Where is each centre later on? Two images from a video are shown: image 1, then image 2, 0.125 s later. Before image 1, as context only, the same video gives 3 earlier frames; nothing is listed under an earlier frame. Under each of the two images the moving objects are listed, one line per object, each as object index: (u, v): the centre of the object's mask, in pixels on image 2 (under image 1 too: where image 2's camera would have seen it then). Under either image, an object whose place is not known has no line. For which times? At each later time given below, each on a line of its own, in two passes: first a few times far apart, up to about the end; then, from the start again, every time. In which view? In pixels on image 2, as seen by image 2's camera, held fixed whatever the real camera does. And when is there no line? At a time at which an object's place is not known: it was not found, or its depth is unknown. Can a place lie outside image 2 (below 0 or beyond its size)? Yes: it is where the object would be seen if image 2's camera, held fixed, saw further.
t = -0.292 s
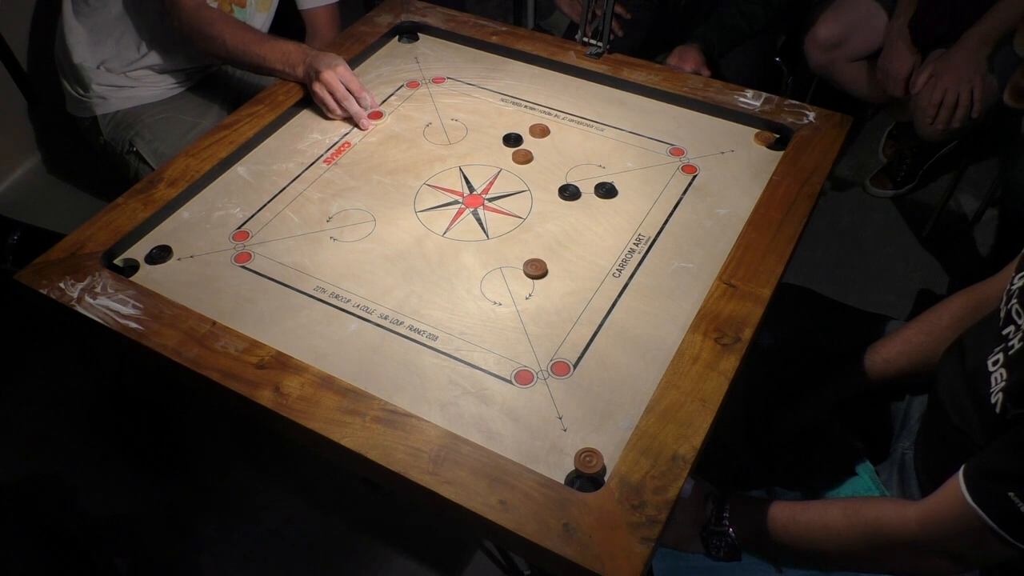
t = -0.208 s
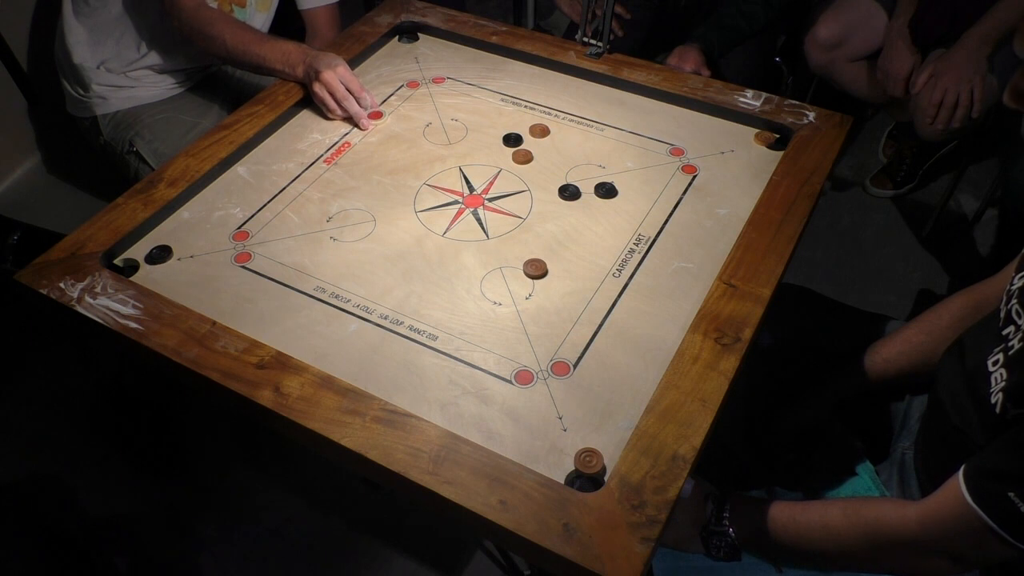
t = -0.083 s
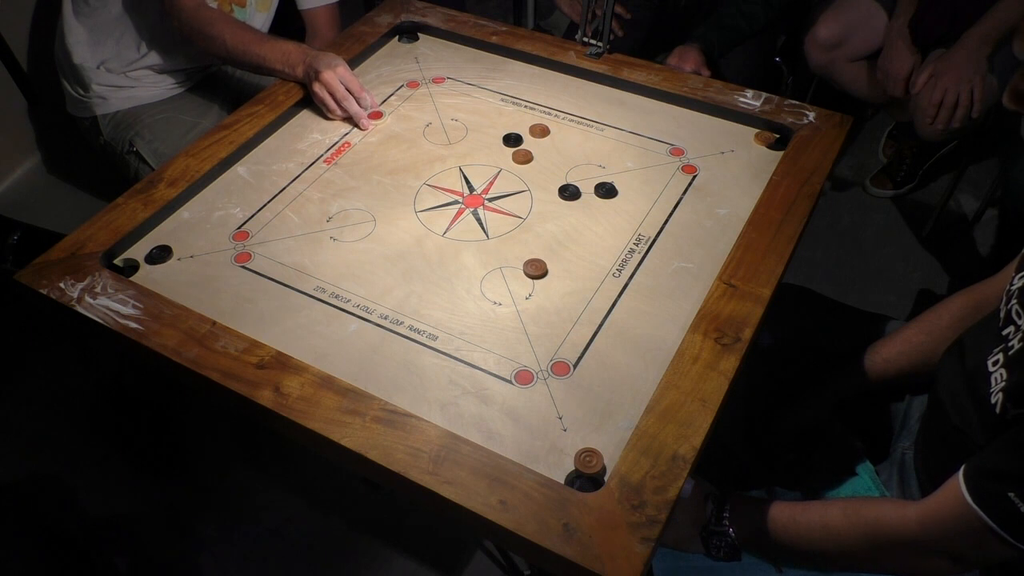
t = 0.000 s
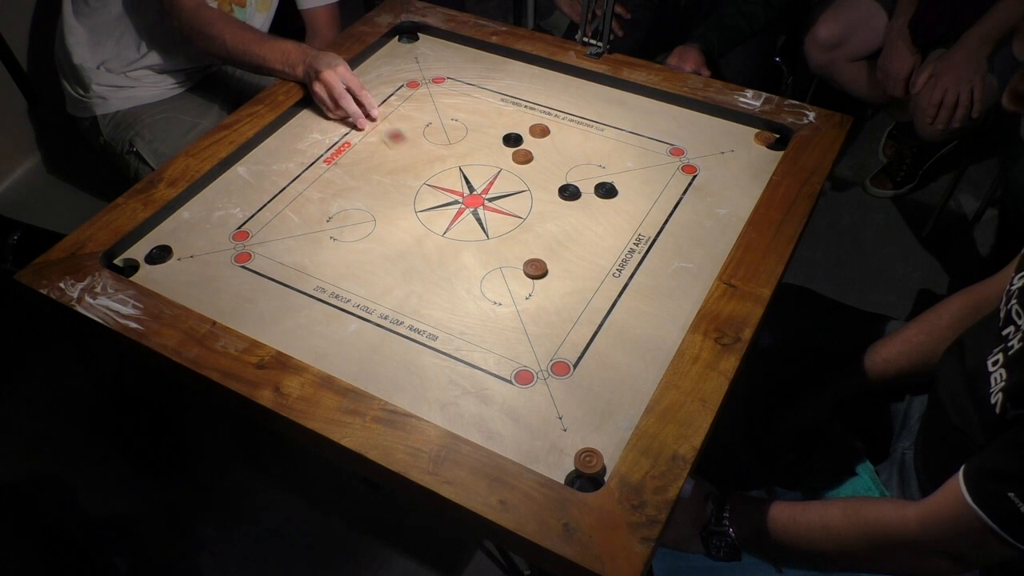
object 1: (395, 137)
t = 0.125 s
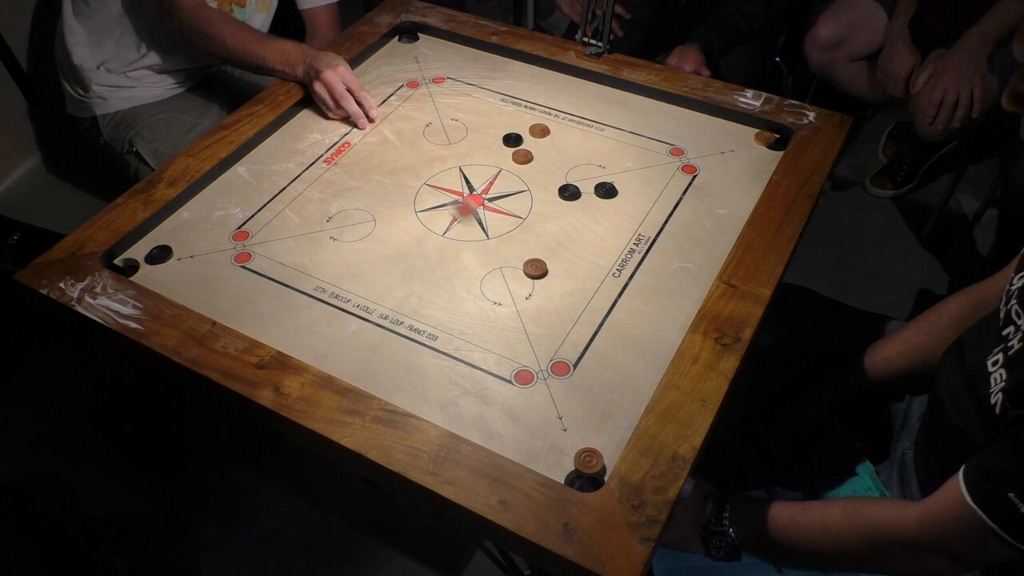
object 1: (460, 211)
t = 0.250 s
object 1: (523, 283)
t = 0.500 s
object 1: (587, 409)
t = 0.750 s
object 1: (548, 446)
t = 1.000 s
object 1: (523, 446)
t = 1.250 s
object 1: (523, 446)
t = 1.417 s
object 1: (523, 446)
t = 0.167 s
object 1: (488, 236)
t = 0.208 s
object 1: (513, 264)
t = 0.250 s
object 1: (523, 283)
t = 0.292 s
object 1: (533, 304)
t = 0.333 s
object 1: (544, 325)
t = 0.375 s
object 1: (554, 345)
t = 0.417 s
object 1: (566, 367)
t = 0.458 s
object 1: (577, 388)
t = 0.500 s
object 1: (587, 409)
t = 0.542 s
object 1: (598, 429)
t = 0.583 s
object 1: (595, 447)
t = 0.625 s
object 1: (581, 446)
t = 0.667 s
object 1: (569, 446)
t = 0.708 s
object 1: (558, 447)
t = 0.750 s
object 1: (548, 446)
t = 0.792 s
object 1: (539, 446)
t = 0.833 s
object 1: (533, 446)
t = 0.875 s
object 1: (528, 446)
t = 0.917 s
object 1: (524, 446)
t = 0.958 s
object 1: (523, 446)
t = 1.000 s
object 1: (523, 446)
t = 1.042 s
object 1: (523, 446)
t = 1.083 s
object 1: (523, 446)
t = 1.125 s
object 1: (523, 446)
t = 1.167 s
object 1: (523, 446)
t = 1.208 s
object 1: (523, 446)
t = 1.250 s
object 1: (523, 446)
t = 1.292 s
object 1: (523, 446)
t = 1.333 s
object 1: (523, 446)
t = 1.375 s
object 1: (523, 446)
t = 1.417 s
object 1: (523, 446)
